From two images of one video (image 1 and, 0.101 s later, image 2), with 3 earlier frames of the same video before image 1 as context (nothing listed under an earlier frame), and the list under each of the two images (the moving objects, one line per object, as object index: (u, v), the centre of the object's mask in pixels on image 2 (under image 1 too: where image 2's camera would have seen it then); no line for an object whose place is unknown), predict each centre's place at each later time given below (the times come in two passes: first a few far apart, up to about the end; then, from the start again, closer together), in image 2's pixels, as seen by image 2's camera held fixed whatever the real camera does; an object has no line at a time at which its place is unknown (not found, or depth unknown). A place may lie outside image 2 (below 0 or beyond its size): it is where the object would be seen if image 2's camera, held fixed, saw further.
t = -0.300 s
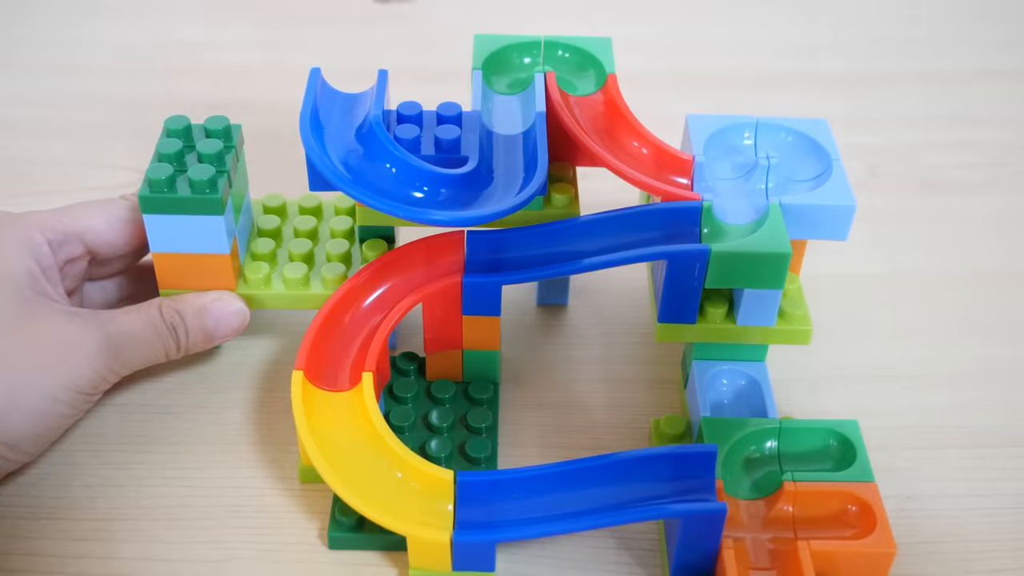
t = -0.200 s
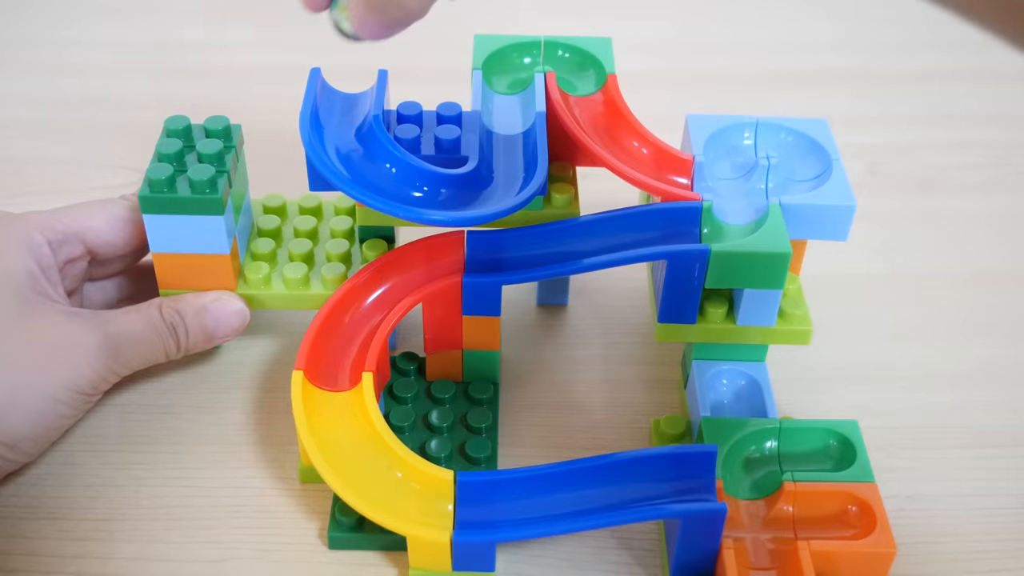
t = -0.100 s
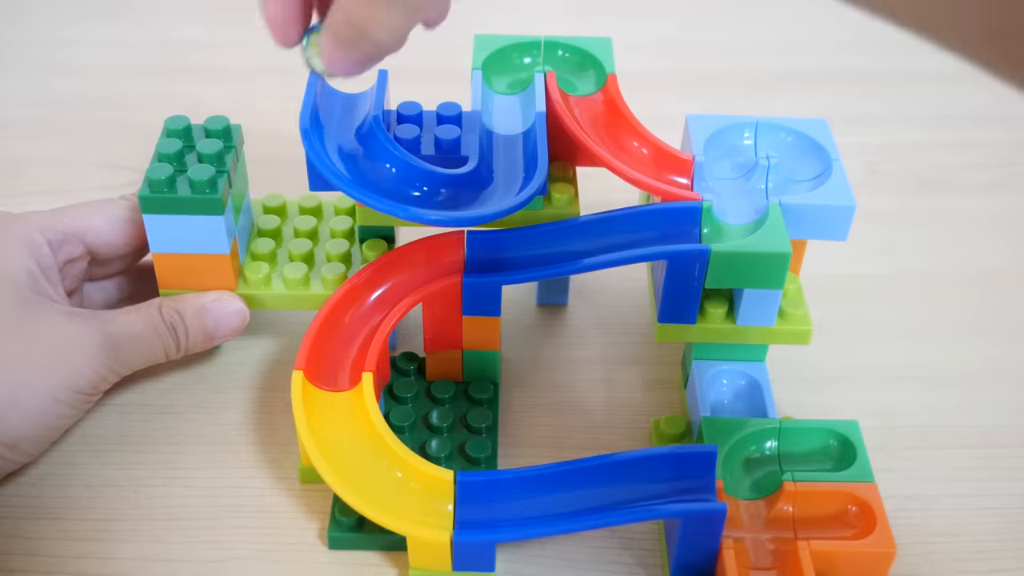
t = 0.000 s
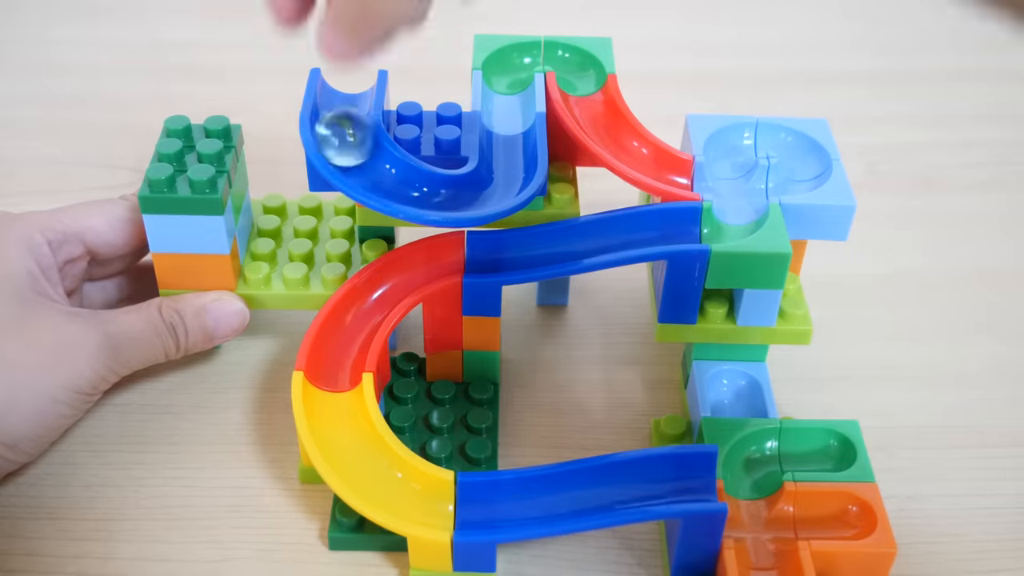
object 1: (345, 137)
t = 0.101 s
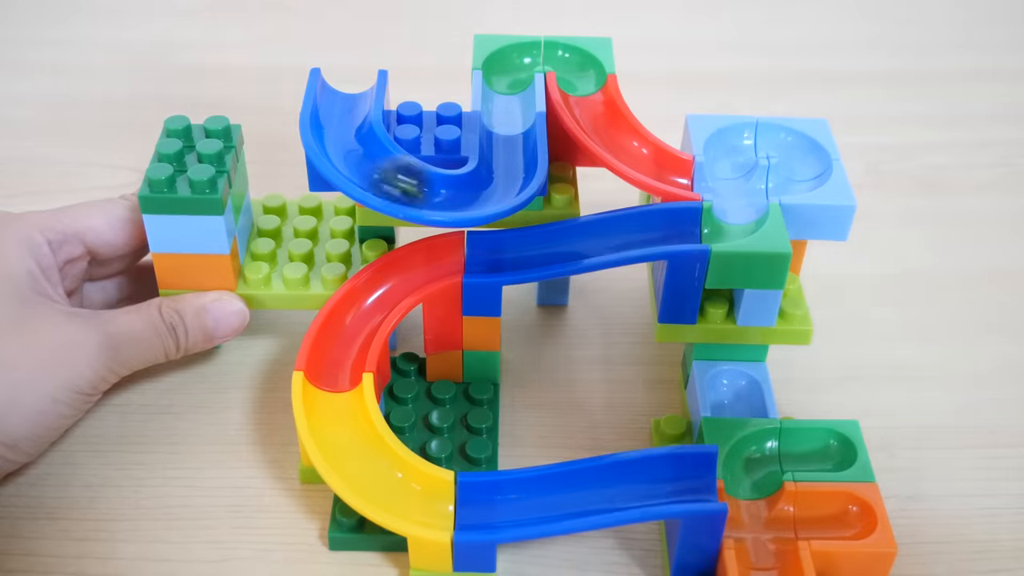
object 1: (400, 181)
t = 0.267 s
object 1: (507, 129)
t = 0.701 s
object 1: (680, 170)
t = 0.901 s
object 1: (753, 137)
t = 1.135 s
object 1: (740, 205)
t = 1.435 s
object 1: (646, 228)
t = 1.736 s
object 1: (332, 402)
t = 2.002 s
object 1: (680, 477)
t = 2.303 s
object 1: (844, 514)
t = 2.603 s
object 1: (758, 516)
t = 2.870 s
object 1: (753, 515)
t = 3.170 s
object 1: (760, 516)
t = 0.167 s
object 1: (479, 189)
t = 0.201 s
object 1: (505, 177)
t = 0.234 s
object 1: (509, 153)
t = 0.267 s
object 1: (507, 129)
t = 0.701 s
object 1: (680, 170)
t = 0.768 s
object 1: (766, 180)
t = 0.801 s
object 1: (801, 173)
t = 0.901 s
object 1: (753, 137)
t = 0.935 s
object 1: (736, 143)
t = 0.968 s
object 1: (728, 151)
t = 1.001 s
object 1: (729, 163)
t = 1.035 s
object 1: (731, 176)
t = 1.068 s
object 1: (736, 193)
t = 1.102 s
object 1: (740, 198)
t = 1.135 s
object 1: (740, 205)
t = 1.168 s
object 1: (739, 213)
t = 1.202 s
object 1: (732, 219)
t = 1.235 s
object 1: (722, 223)
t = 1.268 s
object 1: (710, 224)
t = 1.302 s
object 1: (701, 223)
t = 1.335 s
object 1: (690, 223)
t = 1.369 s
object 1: (679, 224)
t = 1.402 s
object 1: (664, 225)
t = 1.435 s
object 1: (646, 228)
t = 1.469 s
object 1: (621, 232)
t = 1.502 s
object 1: (586, 238)
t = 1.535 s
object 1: (547, 247)
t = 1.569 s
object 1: (501, 253)
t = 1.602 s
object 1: (453, 255)
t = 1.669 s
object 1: (361, 309)
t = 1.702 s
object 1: (335, 355)
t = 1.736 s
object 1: (332, 402)
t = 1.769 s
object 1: (362, 464)
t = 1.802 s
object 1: (420, 501)
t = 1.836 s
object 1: (483, 505)
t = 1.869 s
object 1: (537, 500)
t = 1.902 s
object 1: (591, 491)
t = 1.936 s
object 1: (629, 484)
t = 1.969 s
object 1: (659, 480)
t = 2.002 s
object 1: (680, 477)
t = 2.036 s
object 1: (700, 476)
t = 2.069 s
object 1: (717, 476)
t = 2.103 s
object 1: (733, 480)
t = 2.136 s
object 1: (751, 496)
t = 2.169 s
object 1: (767, 515)
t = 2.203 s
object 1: (789, 516)
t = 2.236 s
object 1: (809, 515)
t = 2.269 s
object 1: (828, 515)
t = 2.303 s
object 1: (844, 514)
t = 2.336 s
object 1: (845, 514)
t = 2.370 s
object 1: (841, 514)
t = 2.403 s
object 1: (834, 514)
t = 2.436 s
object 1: (825, 515)
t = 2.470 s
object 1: (812, 514)
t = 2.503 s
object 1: (798, 516)
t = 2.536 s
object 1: (785, 516)
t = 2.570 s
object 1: (771, 517)
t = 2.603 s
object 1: (758, 516)
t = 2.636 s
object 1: (749, 515)
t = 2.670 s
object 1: (749, 515)
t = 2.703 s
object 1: (749, 515)
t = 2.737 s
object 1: (750, 515)
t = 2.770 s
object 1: (751, 515)
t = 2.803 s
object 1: (751, 515)
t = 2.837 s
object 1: (752, 515)
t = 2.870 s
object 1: (753, 515)
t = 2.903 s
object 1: (753, 515)
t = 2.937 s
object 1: (754, 515)
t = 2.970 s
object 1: (754, 515)
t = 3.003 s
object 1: (754, 515)
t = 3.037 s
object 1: (755, 515)
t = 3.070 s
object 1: (755, 515)
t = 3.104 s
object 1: (756, 515)
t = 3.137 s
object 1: (758, 515)
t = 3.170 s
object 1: (760, 516)
